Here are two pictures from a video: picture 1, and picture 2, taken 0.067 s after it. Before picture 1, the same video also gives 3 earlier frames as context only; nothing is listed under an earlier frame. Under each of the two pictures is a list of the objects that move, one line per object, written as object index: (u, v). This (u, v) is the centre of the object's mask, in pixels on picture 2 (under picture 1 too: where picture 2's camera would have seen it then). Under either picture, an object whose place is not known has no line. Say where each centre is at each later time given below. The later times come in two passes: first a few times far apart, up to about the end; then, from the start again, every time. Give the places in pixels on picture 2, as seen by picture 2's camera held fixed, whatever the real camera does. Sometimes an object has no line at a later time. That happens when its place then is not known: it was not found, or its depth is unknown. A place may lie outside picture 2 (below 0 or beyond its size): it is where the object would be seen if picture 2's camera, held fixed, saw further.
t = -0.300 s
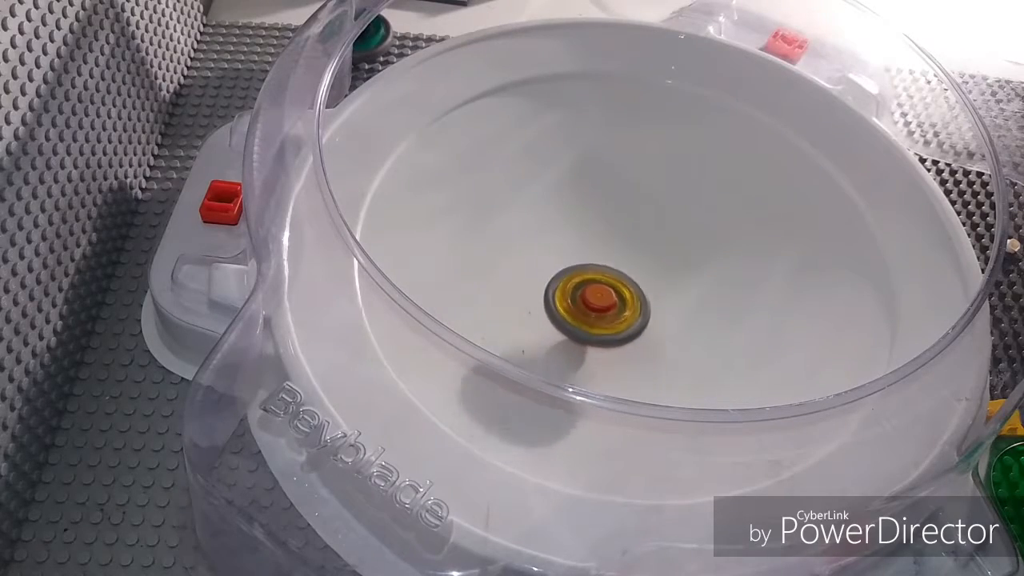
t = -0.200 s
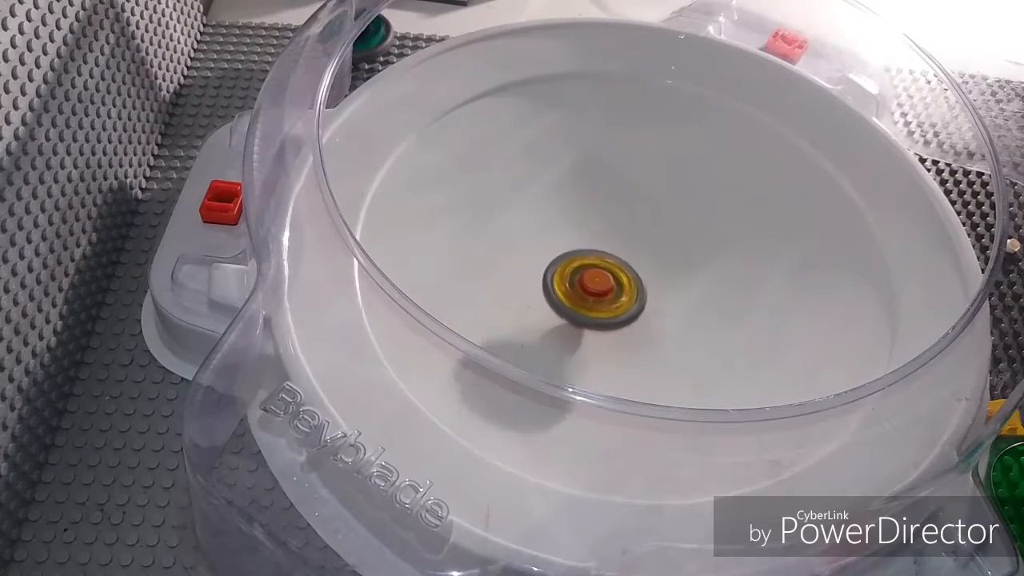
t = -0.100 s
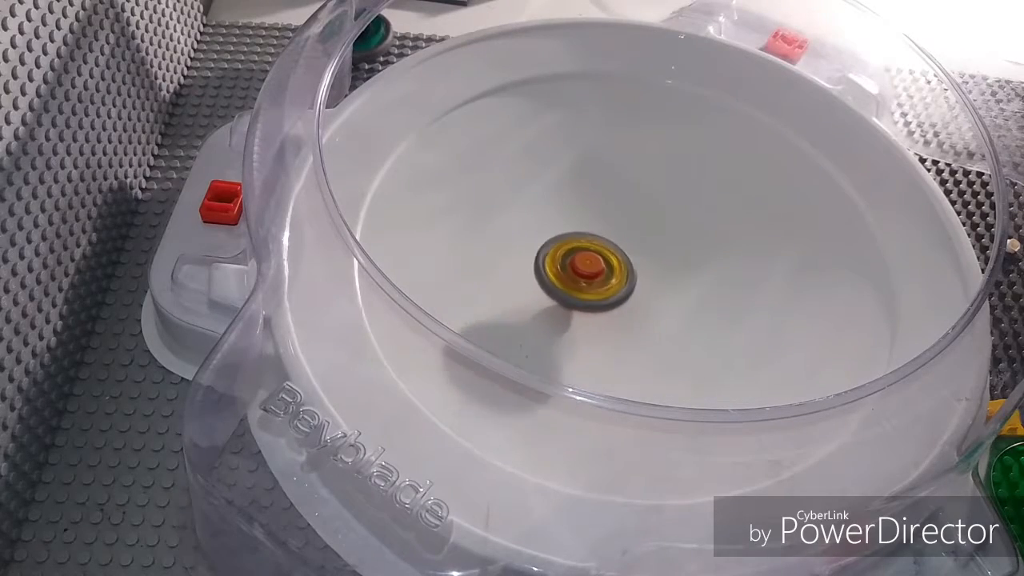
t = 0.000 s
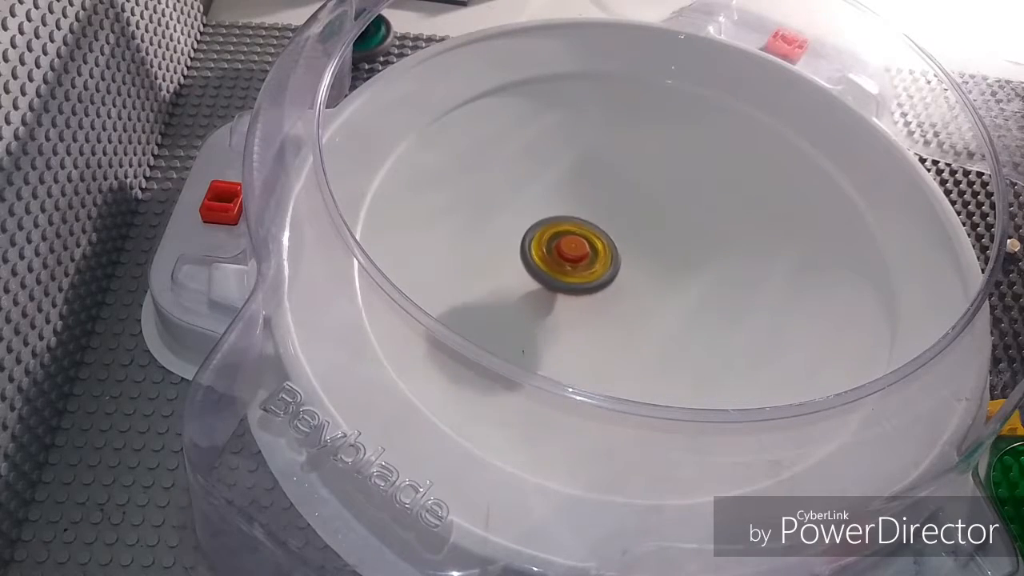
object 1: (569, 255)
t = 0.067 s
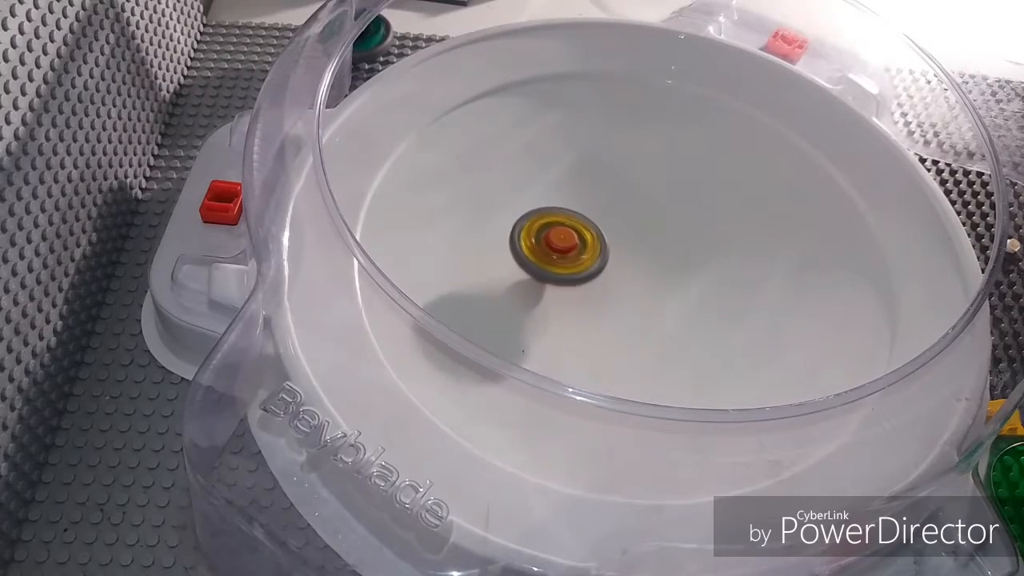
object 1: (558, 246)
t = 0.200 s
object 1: (538, 236)
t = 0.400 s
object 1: (533, 237)
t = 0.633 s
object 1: (560, 237)
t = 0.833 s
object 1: (588, 216)
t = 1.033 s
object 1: (595, 190)
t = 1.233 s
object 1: (596, 187)
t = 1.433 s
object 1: (606, 200)
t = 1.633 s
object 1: (636, 216)
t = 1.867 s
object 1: (681, 216)
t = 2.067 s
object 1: (686, 211)
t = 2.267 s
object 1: (671, 221)
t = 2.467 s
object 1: (660, 251)
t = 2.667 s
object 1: (669, 286)
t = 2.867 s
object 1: (688, 298)
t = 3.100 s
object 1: (673, 286)
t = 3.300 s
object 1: (633, 284)
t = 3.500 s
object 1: (597, 298)
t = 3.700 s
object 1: (591, 309)
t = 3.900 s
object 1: (597, 298)
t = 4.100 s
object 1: (590, 271)
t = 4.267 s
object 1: (568, 248)
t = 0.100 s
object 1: (553, 242)
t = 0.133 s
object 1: (547, 240)
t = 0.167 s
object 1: (543, 237)
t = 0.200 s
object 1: (538, 236)
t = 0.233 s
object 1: (535, 235)
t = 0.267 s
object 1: (533, 234)
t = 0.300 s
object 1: (531, 235)
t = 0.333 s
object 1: (531, 235)
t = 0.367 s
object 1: (532, 236)
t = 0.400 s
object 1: (533, 237)
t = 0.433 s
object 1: (535, 238)
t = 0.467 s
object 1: (538, 238)
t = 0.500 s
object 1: (541, 239)
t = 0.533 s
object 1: (545, 239)
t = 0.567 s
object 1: (550, 239)
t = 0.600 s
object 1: (555, 239)
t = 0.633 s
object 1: (560, 237)
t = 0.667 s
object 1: (565, 235)
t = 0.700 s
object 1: (571, 233)
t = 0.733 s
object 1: (576, 230)
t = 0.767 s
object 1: (580, 226)
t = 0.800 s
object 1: (584, 221)
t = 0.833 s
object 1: (588, 216)
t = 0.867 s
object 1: (591, 212)
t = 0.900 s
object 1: (593, 207)
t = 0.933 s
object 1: (594, 202)
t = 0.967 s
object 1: (595, 197)
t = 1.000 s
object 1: (595, 193)
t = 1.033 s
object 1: (595, 190)
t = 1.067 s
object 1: (595, 187)
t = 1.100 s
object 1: (595, 186)
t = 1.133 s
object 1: (595, 185)
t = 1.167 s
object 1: (595, 185)
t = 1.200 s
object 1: (595, 185)
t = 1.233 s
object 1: (596, 187)
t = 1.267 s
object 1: (597, 188)
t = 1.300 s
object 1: (598, 190)
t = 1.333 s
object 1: (599, 192)
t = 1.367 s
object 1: (601, 194)
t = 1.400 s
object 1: (603, 197)
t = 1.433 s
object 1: (606, 200)
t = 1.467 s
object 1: (610, 202)
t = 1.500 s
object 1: (614, 205)
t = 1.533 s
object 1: (618, 208)
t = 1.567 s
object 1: (624, 211)
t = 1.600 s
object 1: (630, 214)
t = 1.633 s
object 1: (636, 216)
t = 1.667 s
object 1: (643, 218)
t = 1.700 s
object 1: (650, 219)
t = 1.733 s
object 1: (657, 219)
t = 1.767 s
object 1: (664, 219)
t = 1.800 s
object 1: (670, 219)
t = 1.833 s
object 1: (676, 217)
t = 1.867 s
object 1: (681, 216)
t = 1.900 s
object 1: (684, 214)
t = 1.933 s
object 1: (686, 213)
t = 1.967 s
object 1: (687, 212)
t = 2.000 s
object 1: (688, 211)
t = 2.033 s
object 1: (687, 211)
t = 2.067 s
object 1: (686, 211)
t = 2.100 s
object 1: (684, 211)
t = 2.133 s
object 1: (681, 212)
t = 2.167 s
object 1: (679, 214)
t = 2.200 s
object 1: (676, 216)
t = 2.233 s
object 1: (674, 218)
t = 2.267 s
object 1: (671, 221)
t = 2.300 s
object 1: (668, 225)
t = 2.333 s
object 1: (665, 229)
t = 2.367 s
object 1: (663, 234)
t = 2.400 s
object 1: (661, 239)
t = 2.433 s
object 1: (660, 245)
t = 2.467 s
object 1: (660, 251)
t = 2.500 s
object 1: (660, 258)
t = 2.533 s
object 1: (661, 264)
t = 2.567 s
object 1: (662, 270)
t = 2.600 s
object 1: (665, 275)
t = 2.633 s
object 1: (666, 281)
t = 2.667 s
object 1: (669, 286)
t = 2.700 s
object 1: (673, 290)
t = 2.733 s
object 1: (677, 293)
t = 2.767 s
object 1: (680, 295)
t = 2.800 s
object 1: (684, 298)
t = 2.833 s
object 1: (686, 299)
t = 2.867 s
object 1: (688, 298)
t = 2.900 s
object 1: (689, 298)
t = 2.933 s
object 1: (689, 296)
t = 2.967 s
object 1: (688, 295)
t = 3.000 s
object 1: (686, 293)
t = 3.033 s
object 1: (682, 290)
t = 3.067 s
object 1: (678, 288)
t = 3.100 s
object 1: (673, 286)
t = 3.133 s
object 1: (668, 285)
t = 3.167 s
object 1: (661, 283)
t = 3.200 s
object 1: (655, 282)
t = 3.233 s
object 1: (648, 282)
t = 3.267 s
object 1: (640, 283)
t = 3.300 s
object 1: (633, 284)
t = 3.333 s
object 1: (625, 285)
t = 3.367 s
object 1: (618, 287)
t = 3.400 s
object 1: (612, 289)
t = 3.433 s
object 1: (606, 292)
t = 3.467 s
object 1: (601, 295)
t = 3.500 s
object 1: (597, 298)
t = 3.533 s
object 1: (594, 301)
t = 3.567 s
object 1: (592, 303)
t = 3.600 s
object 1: (591, 306)
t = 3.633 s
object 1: (590, 308)
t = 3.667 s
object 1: (590, 309)
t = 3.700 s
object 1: (591, 309)
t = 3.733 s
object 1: (592, 309)
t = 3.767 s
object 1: (593, 308)
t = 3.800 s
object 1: (594, 306)
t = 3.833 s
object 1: (595, 304)
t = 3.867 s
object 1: (596, 302)
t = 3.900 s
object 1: (597, 298)
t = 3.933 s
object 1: (597, 295)
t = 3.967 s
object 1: (597, 291)
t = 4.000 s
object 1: (596, 286)
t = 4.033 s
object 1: (595, 281)
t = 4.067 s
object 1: (593, 276)
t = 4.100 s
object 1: (590, 271)
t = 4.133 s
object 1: (586, 266)
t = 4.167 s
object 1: (582, 261)
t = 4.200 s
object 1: (578, 256)
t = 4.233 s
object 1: (573, 252)
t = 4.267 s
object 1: (568, 248)
